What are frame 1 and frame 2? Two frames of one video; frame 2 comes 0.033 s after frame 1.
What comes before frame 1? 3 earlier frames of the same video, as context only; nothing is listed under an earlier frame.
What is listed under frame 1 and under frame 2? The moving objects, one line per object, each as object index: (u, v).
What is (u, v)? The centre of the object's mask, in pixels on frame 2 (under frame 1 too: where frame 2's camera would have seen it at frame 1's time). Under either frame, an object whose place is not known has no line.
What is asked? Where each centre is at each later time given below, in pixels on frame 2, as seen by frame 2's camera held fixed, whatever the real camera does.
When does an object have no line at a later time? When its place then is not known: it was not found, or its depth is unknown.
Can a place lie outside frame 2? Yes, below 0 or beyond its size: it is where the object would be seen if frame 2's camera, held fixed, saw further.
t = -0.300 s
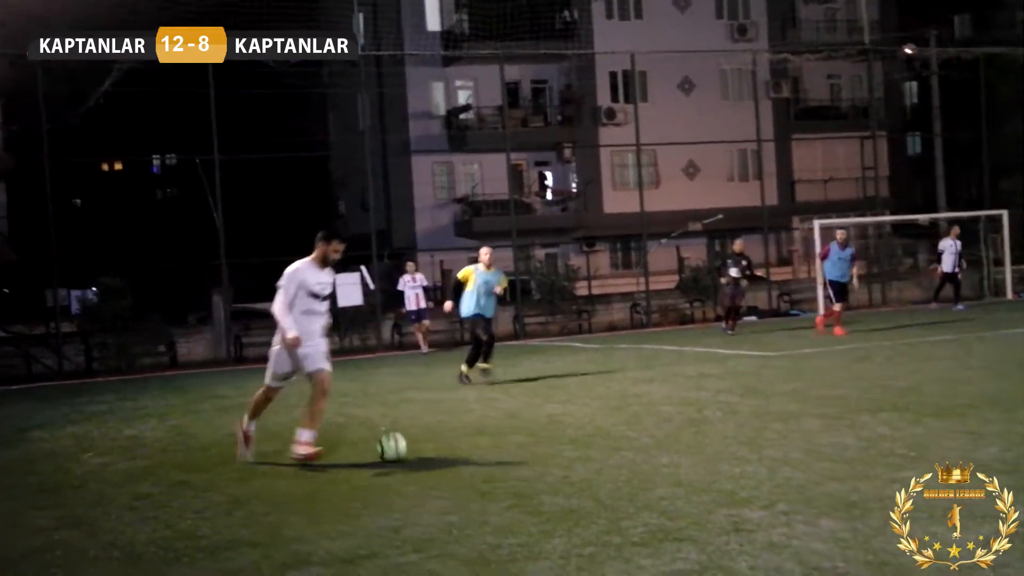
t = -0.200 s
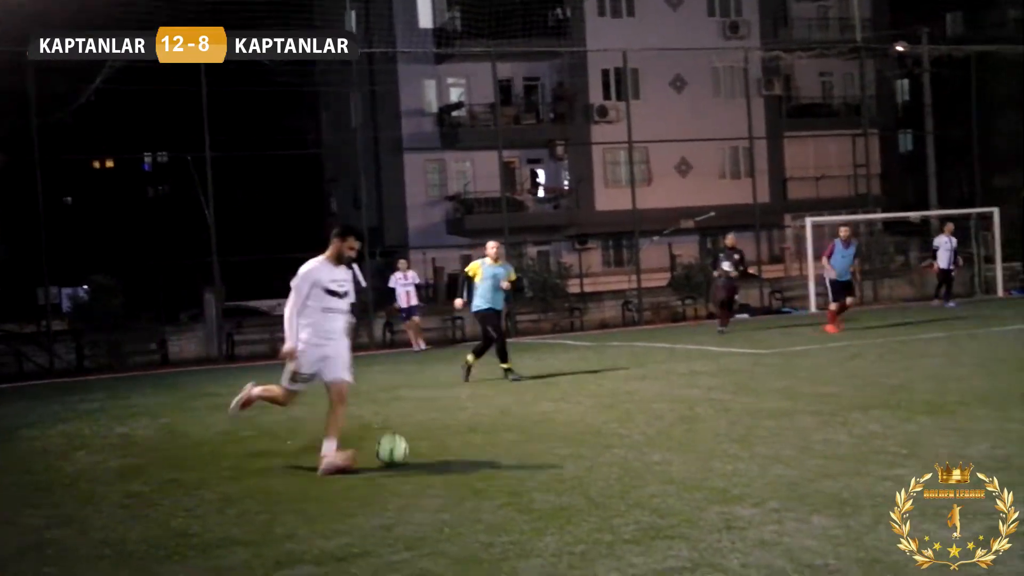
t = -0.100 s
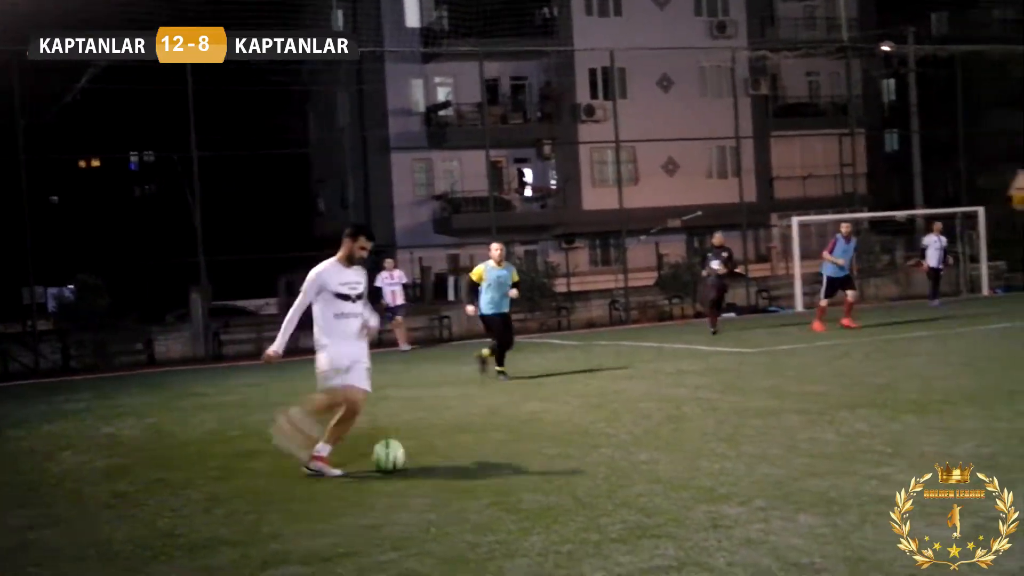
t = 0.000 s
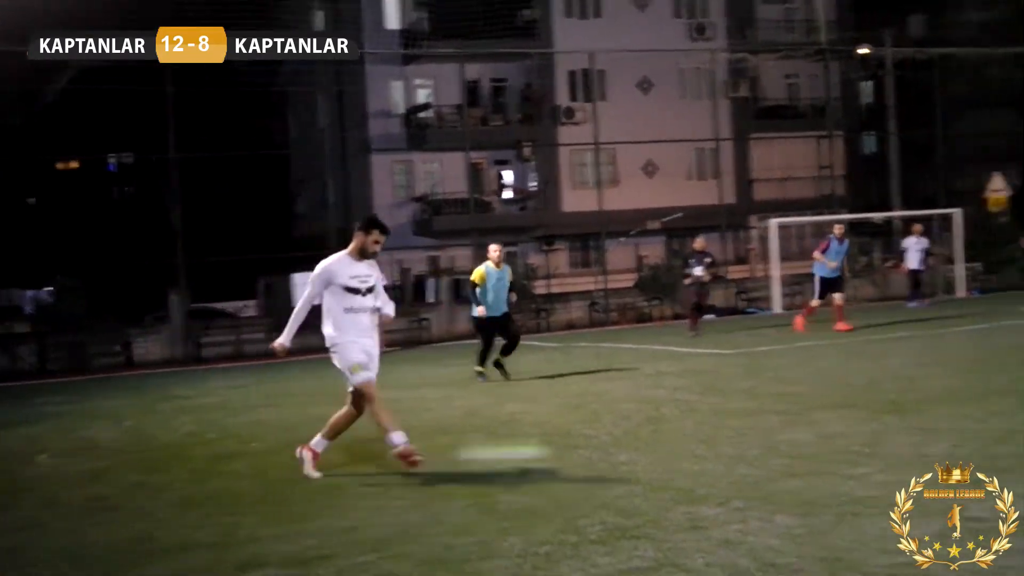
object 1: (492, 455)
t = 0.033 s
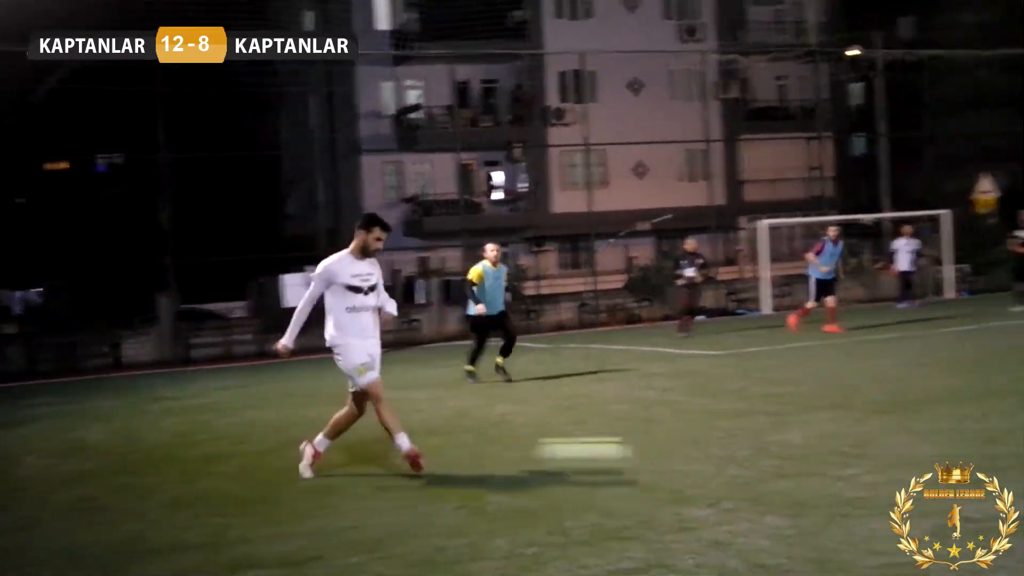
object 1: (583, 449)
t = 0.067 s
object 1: (676, 449)
